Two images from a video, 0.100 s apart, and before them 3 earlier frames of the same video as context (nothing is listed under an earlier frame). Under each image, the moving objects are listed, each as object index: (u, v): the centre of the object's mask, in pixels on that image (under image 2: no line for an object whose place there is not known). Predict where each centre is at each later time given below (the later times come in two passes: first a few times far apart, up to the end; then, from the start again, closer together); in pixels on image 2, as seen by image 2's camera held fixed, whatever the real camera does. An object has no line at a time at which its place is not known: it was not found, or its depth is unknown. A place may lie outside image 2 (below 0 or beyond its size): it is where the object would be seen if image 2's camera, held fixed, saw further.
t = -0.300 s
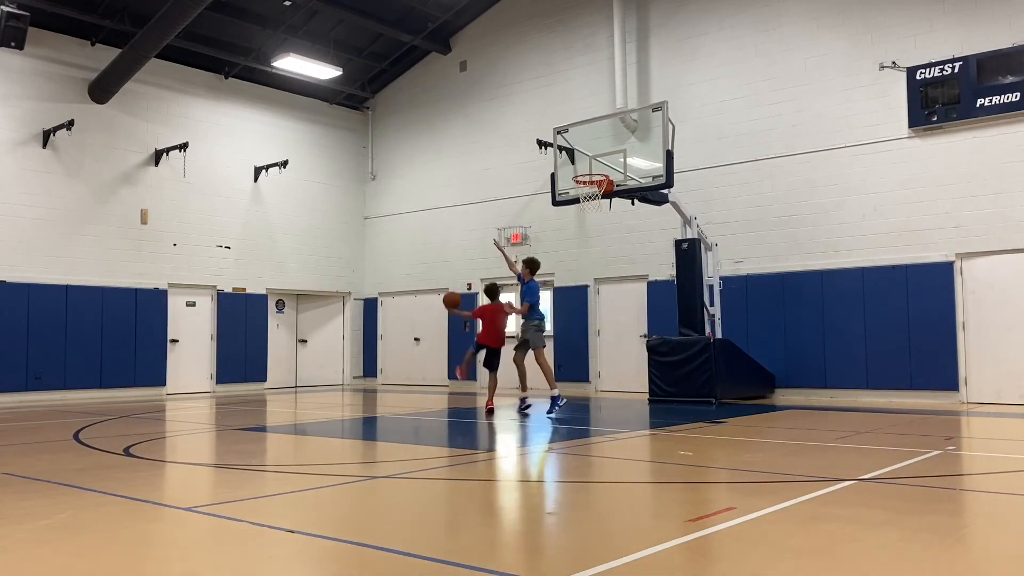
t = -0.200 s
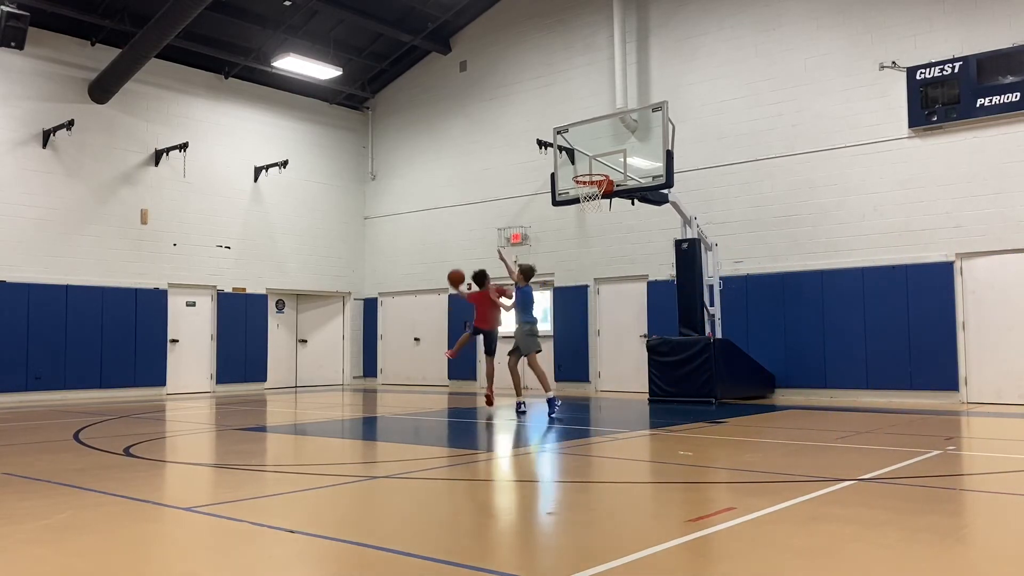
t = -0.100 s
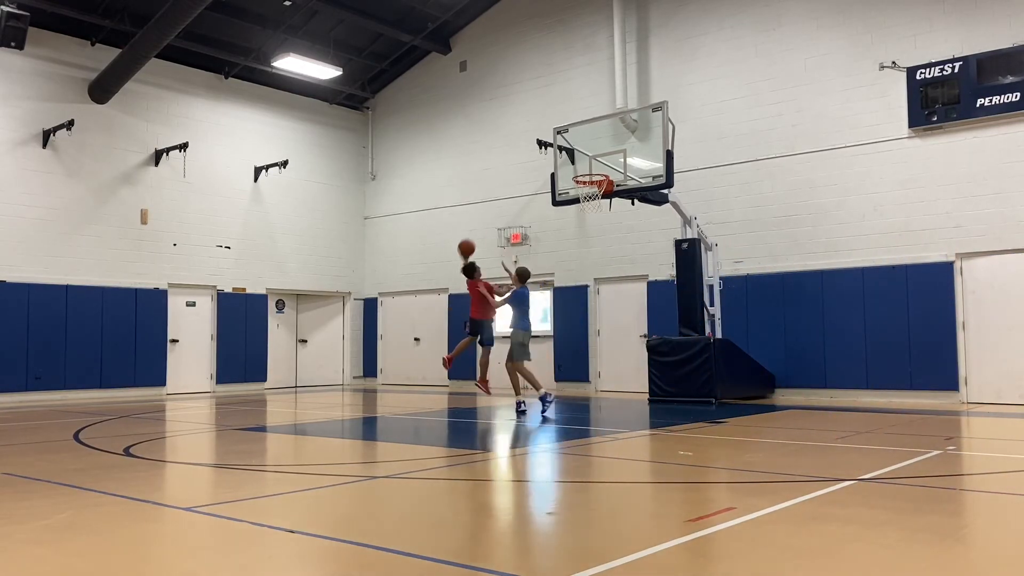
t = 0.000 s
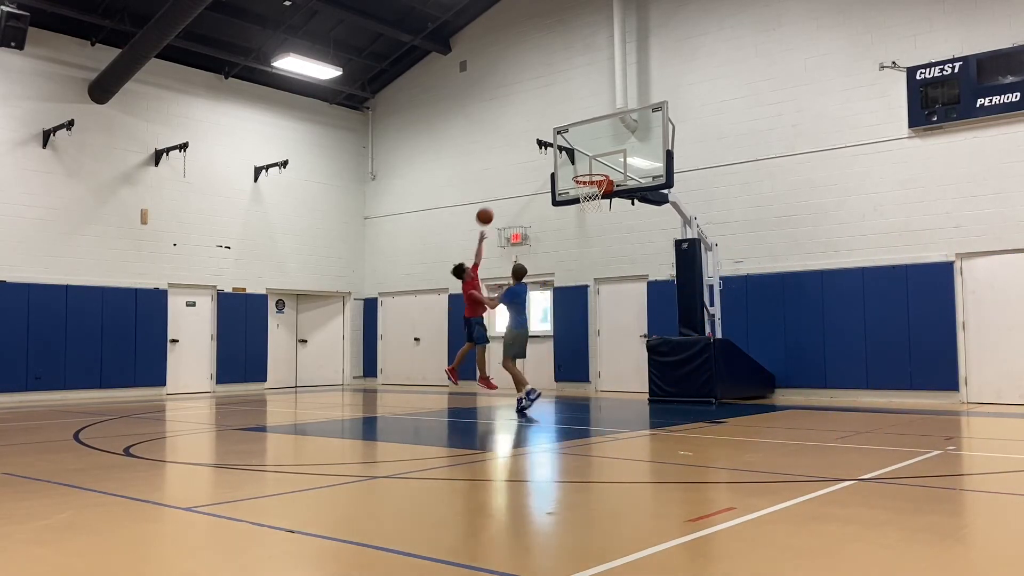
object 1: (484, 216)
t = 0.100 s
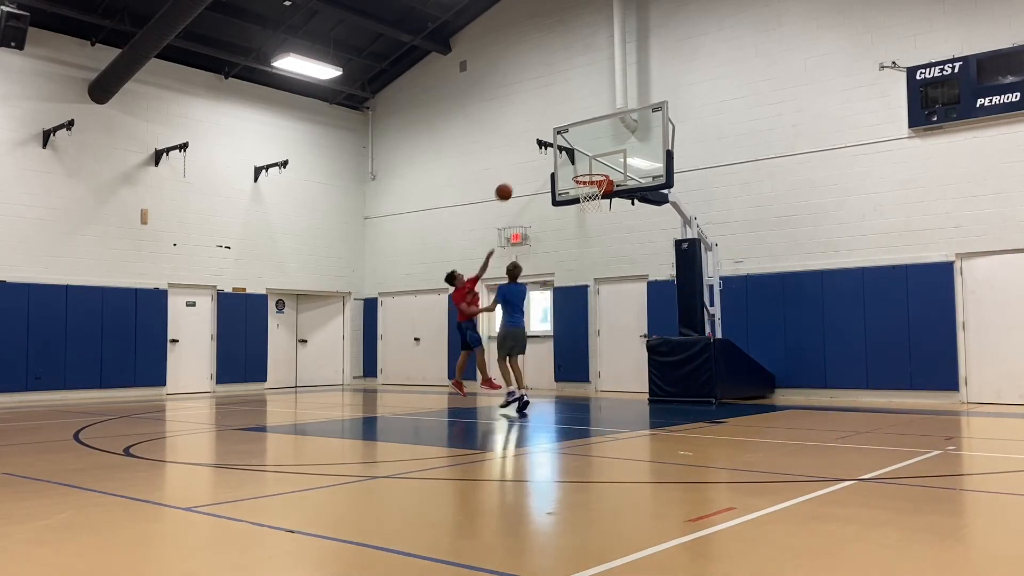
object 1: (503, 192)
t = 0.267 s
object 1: (535, 167)
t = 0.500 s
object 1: (580, 165)
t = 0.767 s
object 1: (587, 167)
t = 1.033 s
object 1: (588, 166)
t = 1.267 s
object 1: (590, 168)
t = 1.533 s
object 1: (590, 179)
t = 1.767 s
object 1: (589, 201)
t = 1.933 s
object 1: (590, 222)
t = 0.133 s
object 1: (510, 185)
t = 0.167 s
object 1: (516, 180)
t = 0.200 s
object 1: (523, 175)
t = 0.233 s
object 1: (529, 171)
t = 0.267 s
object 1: (535, 167)
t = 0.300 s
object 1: (542, 165)
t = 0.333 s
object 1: (548, 163)
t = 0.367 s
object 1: (554, 162)
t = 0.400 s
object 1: (561, 162)
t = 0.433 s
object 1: (567, 162)
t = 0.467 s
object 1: (574, 163)
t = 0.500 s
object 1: (580, 165)
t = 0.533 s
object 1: (584, 166)
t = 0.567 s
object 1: (584, 167)
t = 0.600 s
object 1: (585, 169)
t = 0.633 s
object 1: (586, 170)
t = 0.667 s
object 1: (586, 169)
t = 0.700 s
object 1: (586, 169)
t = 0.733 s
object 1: (587, 168)
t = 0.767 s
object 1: (587, 167)
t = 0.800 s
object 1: (588, 168)
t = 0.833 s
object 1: (589, 169)
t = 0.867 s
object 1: (589, 169)
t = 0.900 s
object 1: (589, 167)
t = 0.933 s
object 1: (588, 166)
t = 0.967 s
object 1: (589, 165)
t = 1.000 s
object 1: (588, 165)
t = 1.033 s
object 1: (588, 166)
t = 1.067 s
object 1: (589, 167)
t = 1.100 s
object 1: (589, 169)
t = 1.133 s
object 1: (588, 169)
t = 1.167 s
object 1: (588, 170)
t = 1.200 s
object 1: (589, 170)
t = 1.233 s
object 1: (590, 169)
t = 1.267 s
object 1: (590, 168)
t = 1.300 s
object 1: (590, 169)
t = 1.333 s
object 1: (591, 169)
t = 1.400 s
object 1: (591, 169)
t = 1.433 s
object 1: (591, 170)
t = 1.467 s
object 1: (590, 170)
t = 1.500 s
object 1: (590, 171)
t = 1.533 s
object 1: (590, 179)
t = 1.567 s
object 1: (589, 183)
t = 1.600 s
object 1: (589, 186)
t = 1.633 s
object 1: (587, 187)
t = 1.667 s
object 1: (587, 190)
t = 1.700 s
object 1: (588, 195)
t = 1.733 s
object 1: (589, 198)
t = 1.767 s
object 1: (589, 201)
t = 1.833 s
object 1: (589, 211)
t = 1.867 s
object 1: (590, 213)
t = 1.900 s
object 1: (590, 216)
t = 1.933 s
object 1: (590, 222)
